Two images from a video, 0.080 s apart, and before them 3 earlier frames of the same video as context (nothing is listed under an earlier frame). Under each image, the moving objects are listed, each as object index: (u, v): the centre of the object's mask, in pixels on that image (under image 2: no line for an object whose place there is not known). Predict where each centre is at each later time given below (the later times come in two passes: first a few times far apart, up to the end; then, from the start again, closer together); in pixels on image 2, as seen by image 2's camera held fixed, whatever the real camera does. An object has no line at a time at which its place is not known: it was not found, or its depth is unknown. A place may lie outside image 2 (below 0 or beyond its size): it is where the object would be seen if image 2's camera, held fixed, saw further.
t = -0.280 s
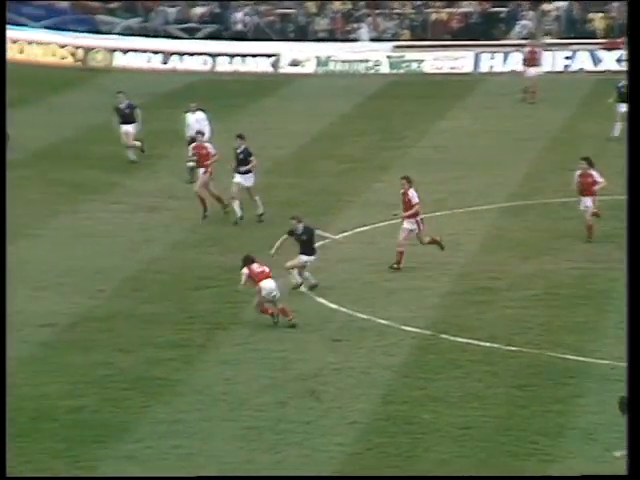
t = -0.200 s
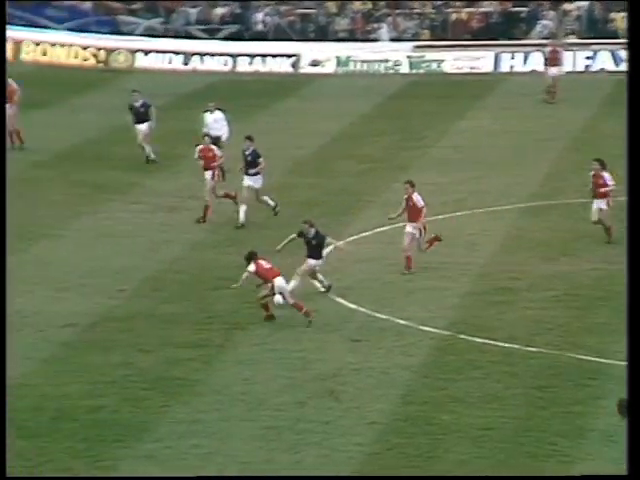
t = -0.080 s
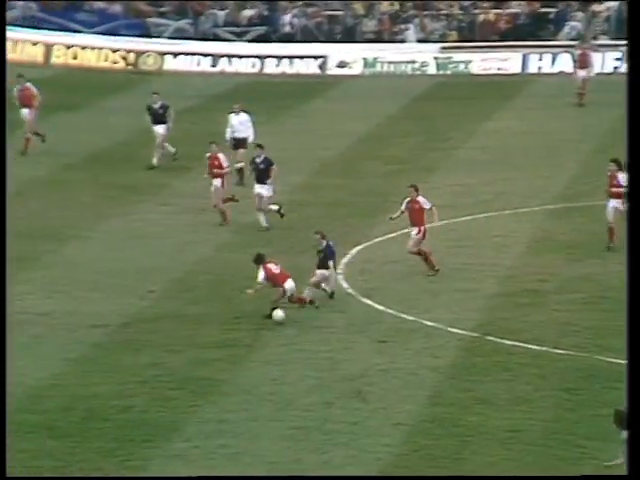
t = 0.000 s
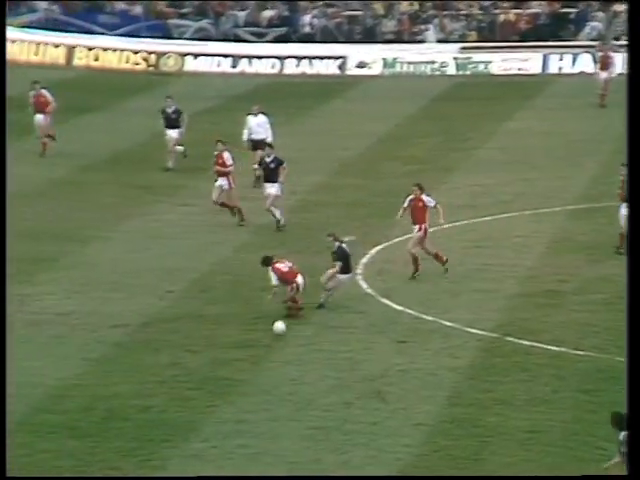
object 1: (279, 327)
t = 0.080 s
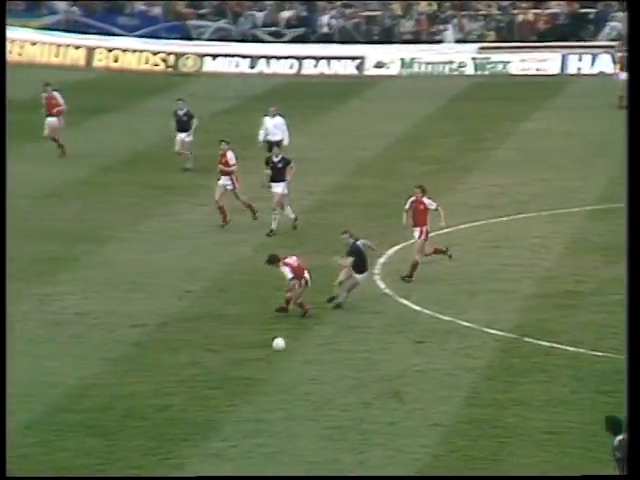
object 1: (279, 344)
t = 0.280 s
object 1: (237, 360)
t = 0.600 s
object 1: (174, 408)
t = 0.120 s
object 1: (271, 347)
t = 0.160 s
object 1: (262, 348)
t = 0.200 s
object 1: (254, 351)
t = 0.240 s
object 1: (246, 354)
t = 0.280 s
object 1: (237, 360)
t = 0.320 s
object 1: (229, 366)
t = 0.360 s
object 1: (221, 373)
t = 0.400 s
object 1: (213, 382)
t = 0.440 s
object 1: (205, 392)
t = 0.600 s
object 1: (174, 408)
